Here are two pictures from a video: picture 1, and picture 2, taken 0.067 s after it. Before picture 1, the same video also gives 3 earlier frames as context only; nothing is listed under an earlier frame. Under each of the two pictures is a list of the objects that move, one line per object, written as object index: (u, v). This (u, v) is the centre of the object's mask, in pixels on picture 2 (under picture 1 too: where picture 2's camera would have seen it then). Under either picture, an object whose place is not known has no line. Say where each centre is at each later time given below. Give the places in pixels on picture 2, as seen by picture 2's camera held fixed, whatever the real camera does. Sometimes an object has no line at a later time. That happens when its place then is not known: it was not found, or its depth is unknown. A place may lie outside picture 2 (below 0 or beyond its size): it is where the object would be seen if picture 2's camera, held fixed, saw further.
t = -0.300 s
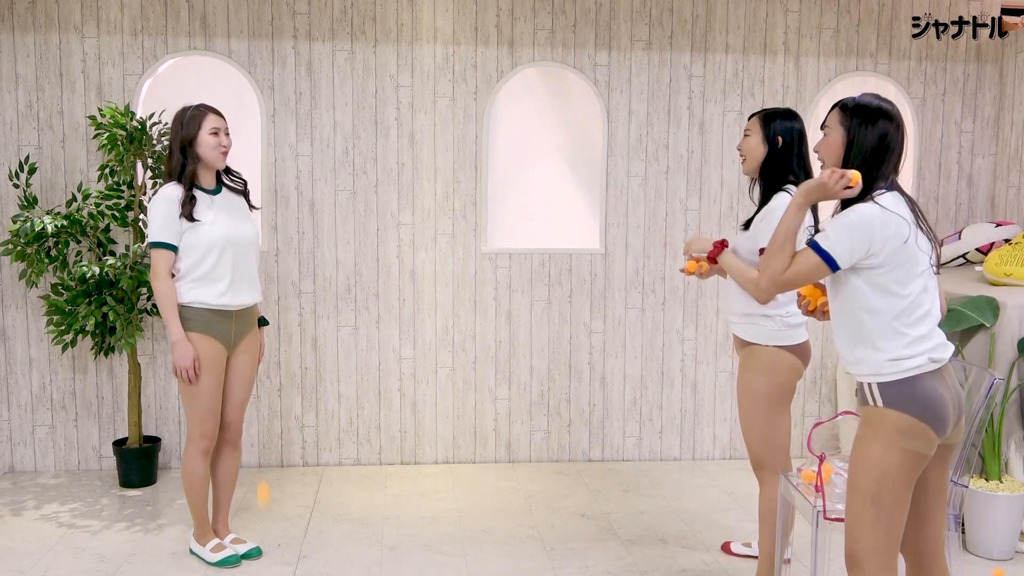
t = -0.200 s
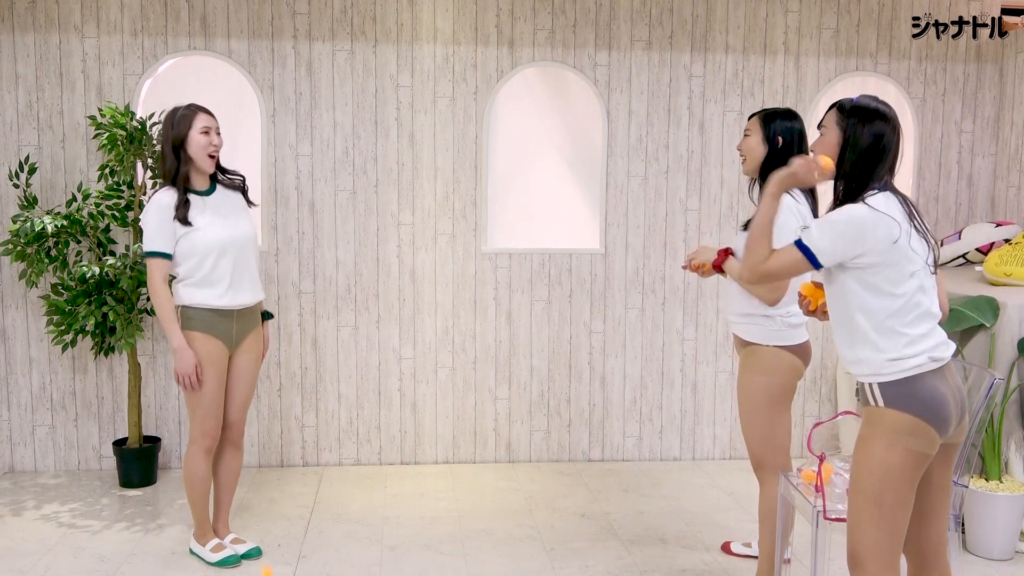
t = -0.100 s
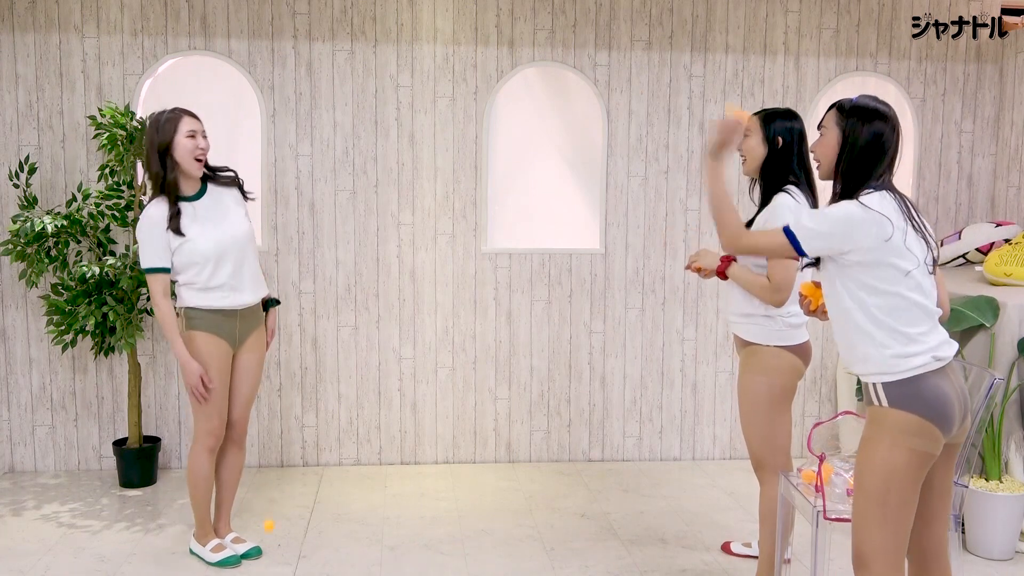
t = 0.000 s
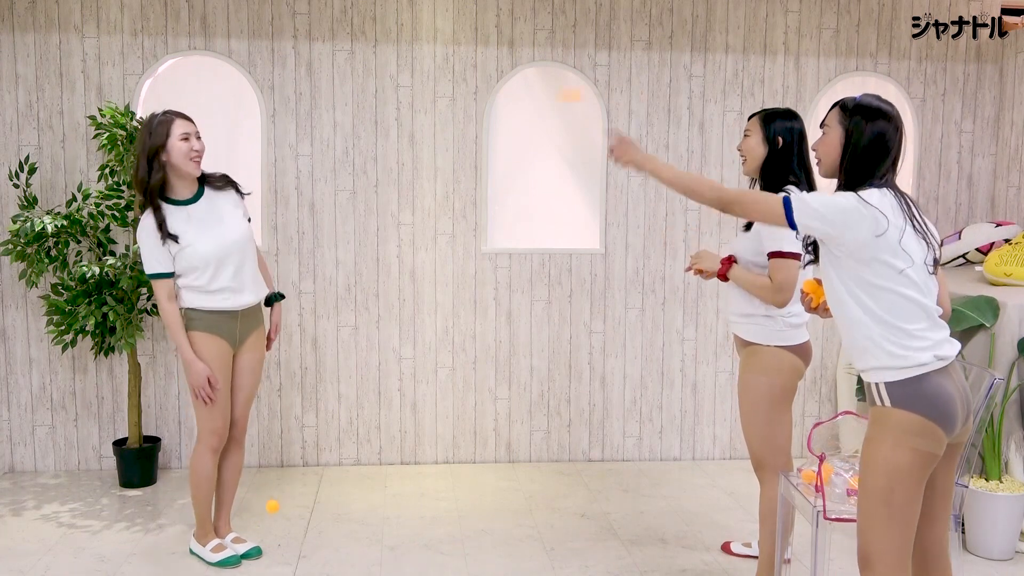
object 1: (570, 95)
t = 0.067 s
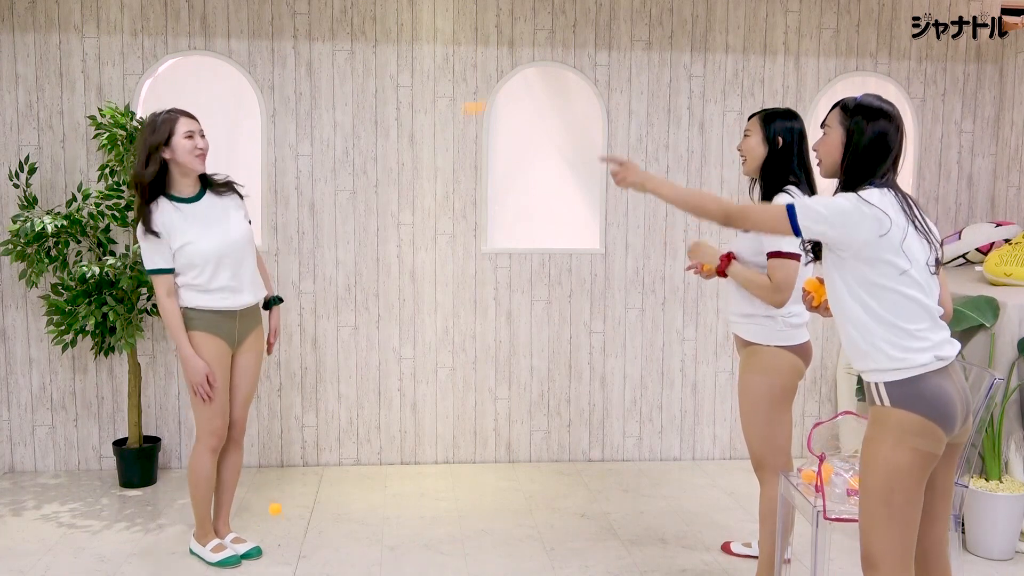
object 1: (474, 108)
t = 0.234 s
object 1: (289, 188)
